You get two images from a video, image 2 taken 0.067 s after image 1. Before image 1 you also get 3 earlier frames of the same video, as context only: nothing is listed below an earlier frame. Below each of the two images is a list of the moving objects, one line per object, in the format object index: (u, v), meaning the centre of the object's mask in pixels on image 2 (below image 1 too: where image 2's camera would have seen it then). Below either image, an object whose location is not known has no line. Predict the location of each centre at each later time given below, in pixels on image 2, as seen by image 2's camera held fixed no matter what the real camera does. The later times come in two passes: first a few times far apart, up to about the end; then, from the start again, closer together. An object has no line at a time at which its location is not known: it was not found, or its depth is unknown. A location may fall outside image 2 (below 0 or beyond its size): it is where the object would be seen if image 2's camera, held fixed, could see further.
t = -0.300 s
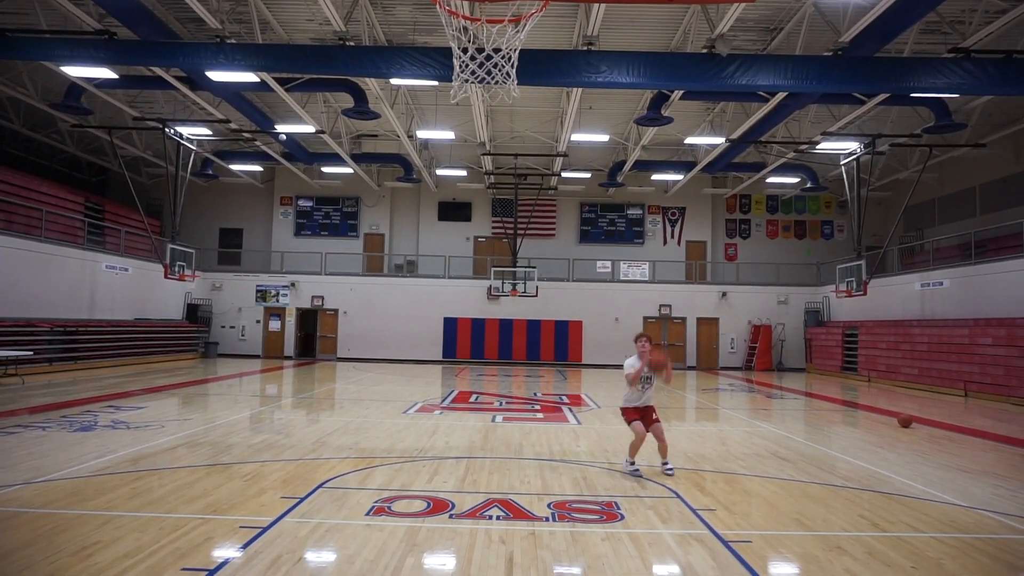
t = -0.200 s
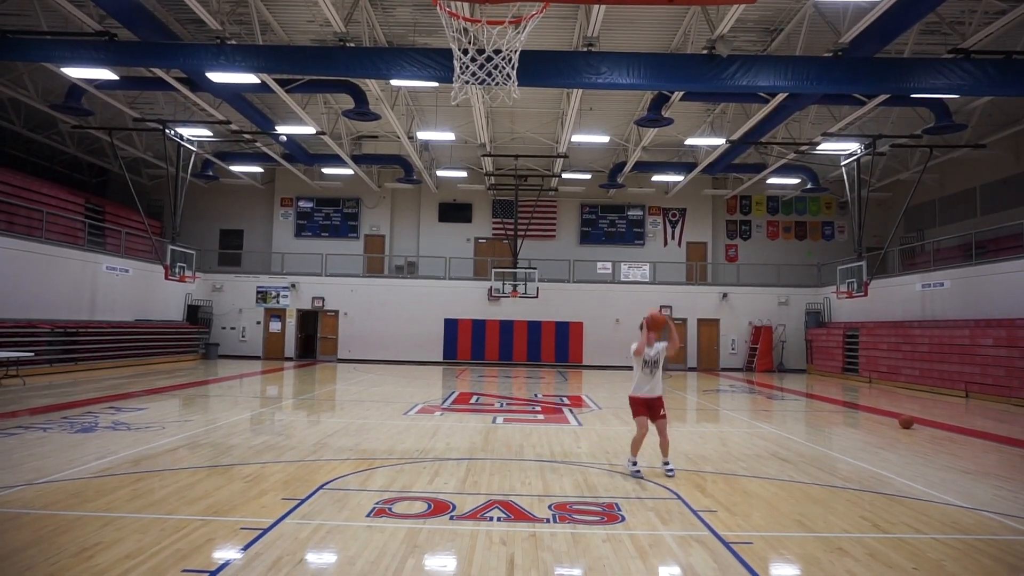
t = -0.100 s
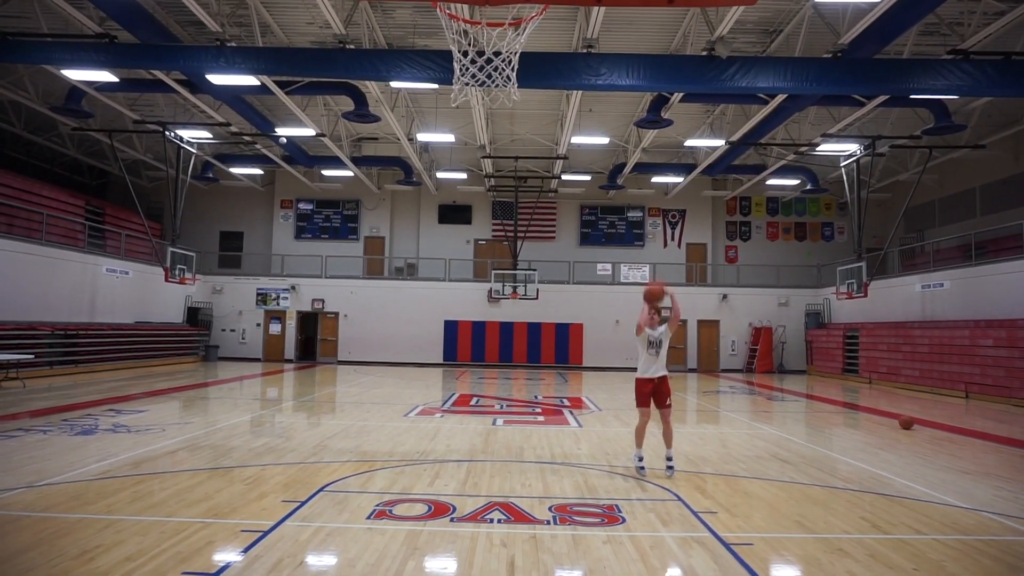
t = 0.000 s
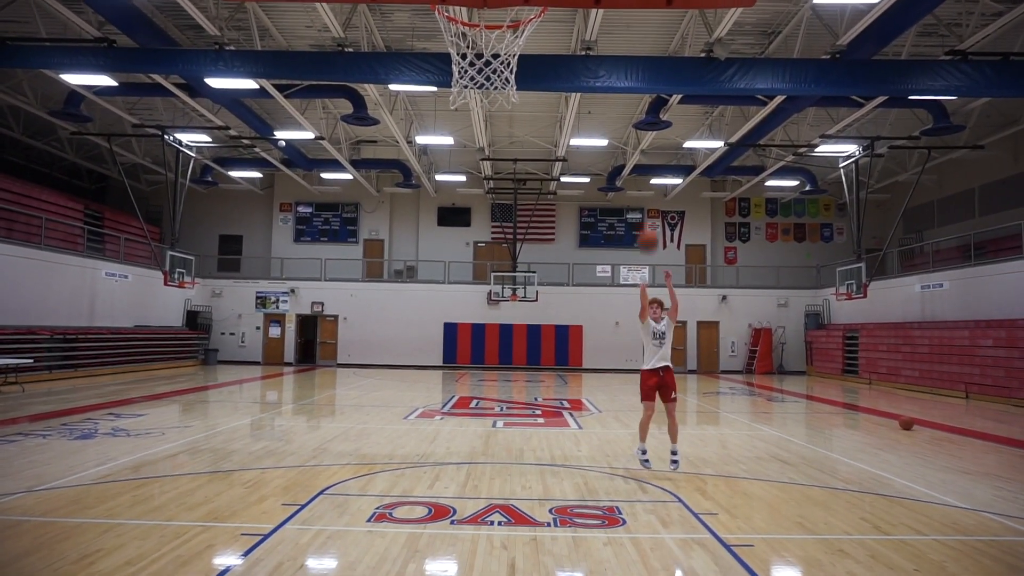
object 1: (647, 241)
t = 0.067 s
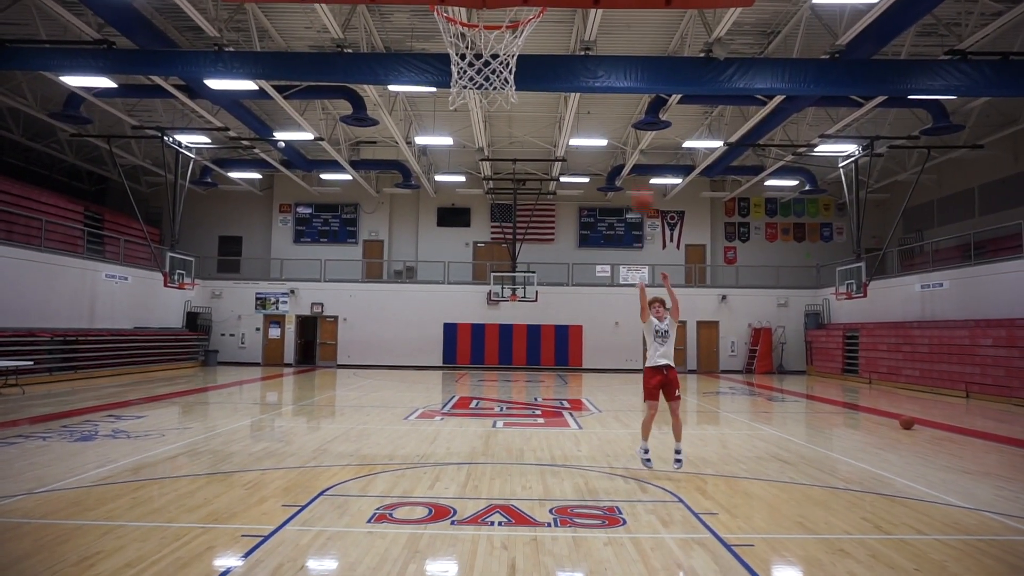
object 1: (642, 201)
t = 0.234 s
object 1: (629, 120)
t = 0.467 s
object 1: (607, 24)
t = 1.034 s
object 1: (495, 16)
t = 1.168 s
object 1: (438, 57)
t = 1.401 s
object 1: (389, 169)
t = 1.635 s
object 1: (350, 310)
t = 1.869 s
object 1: (317, 468)
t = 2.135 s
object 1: (304, 384)
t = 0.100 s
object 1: (640, 186)
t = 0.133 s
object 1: (638, 167)
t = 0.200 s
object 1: (632, 136)
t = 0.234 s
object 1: (629, 120)
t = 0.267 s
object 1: (626, 105)
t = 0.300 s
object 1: (623, 88)
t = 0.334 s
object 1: (620, 73)
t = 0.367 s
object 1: (617, 60)
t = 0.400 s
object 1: (613, 48)
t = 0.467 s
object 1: (607, 24)
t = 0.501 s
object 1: (602, 16)
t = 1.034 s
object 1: (495, 16)
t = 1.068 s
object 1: (484, 19)
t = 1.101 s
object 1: (471, 32)
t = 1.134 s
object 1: (457, 45)
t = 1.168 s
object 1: (438, 57)
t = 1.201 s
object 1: (435, 68)
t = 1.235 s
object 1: (429, 82)
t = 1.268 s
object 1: (419, 99)
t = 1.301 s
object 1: (411, 116)
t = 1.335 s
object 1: (403, 132)
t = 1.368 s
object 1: (395, 151)
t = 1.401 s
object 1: (389, 169)
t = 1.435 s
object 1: (382, 189)
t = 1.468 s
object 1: (377, 208)
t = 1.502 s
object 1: (371, 225)
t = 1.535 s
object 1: (365, 246)
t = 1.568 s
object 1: (359, 268)
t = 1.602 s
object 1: (355, 288)
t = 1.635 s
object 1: (350, 310)
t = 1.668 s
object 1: (346, 331)
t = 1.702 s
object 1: (340, 354)
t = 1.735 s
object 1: (335, 377)
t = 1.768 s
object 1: (331, 400)
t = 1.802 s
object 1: (326, 422)
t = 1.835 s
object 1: (321, 445)
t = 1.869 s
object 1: (317, 468)
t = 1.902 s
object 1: (312, 492)
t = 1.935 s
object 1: (310, 482)
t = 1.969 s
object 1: (310, 463)
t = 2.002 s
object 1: (309, 443)
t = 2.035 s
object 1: (307, 427)
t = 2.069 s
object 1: (306, 410)
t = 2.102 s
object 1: (305, 397)
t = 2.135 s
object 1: (304, 384)
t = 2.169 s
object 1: (304, 371)
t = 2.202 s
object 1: (303, 361)
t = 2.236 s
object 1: (302, 353)
